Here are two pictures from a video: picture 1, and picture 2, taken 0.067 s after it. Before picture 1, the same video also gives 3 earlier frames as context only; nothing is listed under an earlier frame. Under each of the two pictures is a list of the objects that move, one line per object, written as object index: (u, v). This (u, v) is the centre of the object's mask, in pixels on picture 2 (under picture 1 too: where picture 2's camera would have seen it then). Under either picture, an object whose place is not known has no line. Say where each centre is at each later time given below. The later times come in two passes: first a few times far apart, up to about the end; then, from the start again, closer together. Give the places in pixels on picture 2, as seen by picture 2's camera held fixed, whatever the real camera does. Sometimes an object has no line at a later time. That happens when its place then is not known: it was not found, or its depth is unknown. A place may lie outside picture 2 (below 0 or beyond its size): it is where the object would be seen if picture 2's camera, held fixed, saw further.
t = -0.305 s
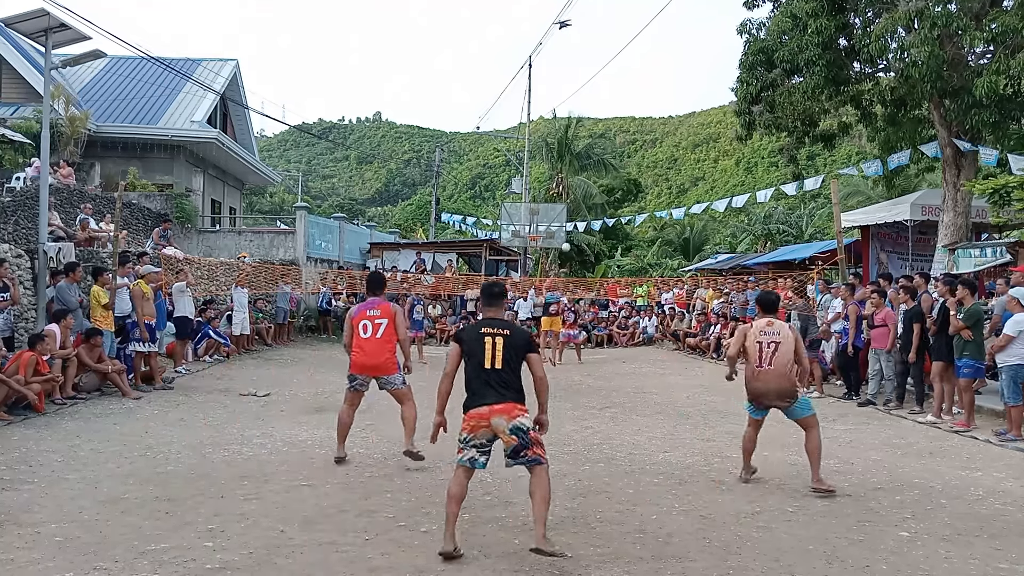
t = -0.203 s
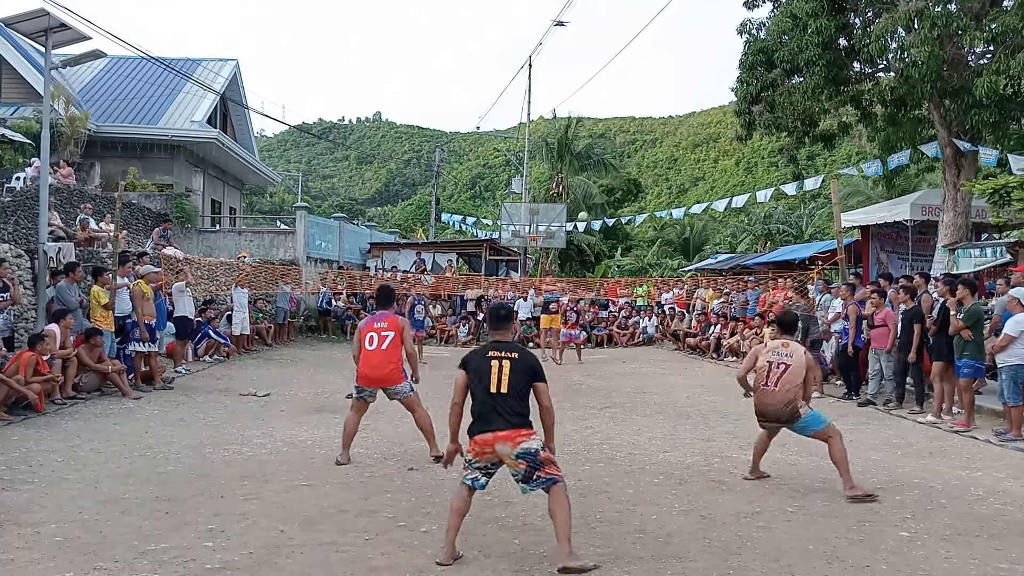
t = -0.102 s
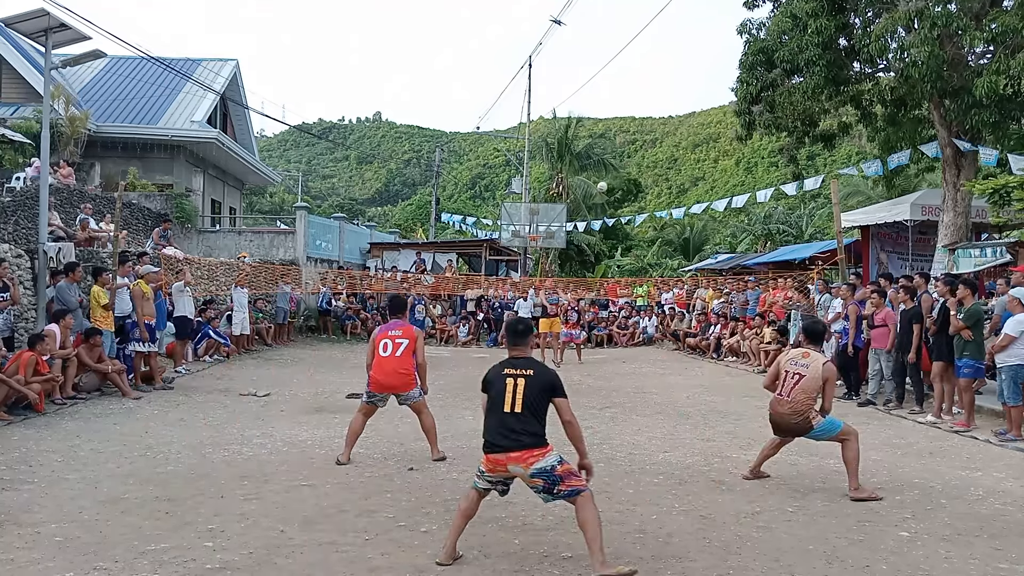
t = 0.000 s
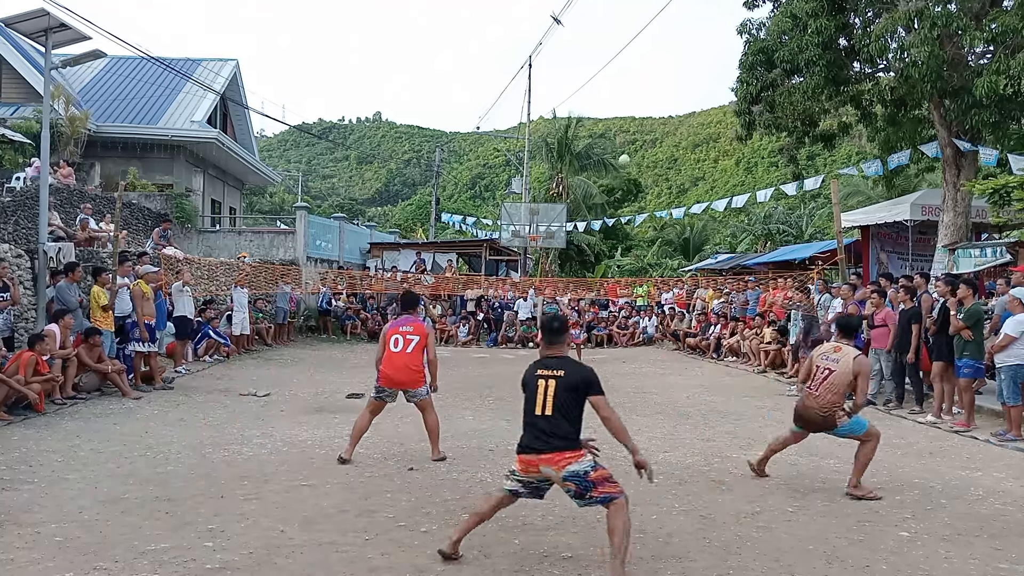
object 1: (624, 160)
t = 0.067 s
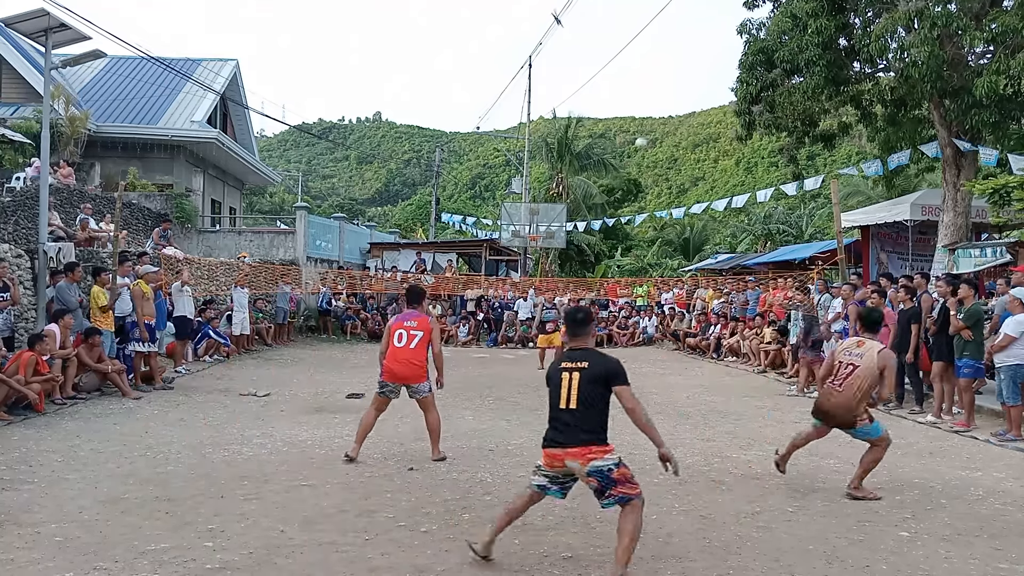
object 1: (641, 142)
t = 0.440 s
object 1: (772, 88)
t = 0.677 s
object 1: (926, 117)
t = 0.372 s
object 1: (741, 91)
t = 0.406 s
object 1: (756, 89)
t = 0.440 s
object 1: (772, 88)
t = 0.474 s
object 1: (789, 87)
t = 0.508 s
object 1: (807, 88)
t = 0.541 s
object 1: (827, 91)
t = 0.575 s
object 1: (849, 94)
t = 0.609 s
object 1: (873, 99)
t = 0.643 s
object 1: (898, 107)
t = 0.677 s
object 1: (926, 117)
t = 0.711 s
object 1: (957, 130)
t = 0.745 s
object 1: (992, 145)
